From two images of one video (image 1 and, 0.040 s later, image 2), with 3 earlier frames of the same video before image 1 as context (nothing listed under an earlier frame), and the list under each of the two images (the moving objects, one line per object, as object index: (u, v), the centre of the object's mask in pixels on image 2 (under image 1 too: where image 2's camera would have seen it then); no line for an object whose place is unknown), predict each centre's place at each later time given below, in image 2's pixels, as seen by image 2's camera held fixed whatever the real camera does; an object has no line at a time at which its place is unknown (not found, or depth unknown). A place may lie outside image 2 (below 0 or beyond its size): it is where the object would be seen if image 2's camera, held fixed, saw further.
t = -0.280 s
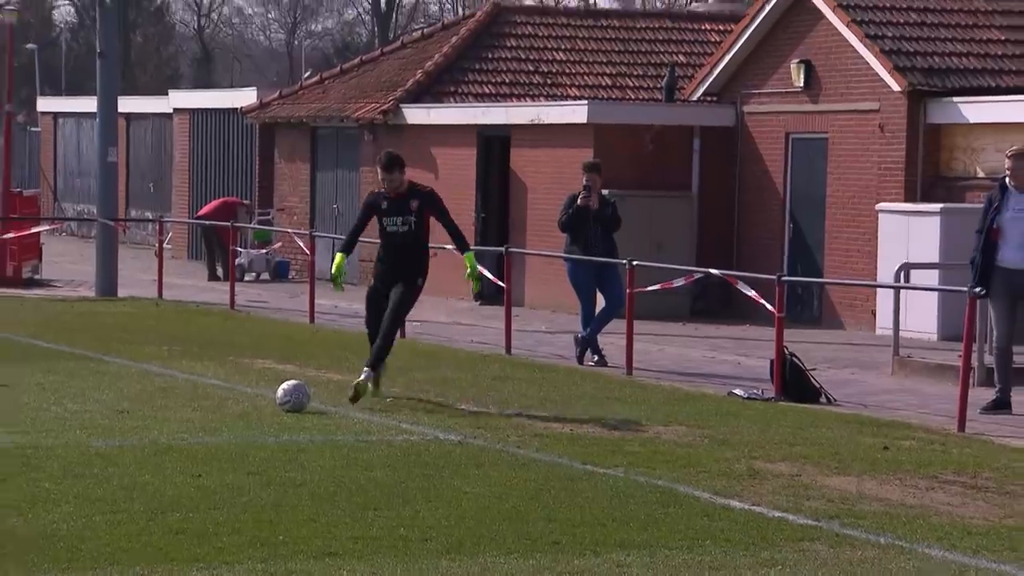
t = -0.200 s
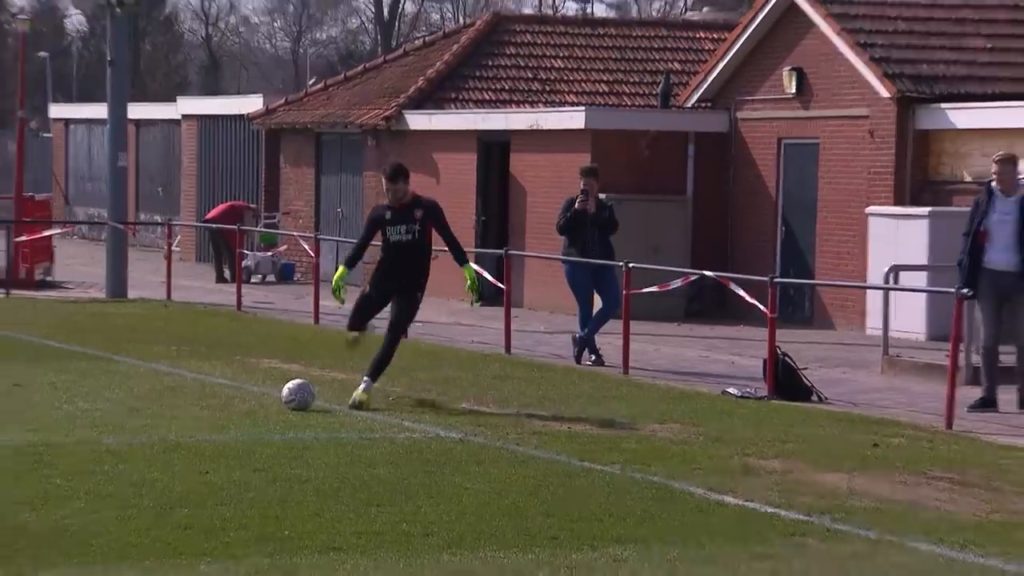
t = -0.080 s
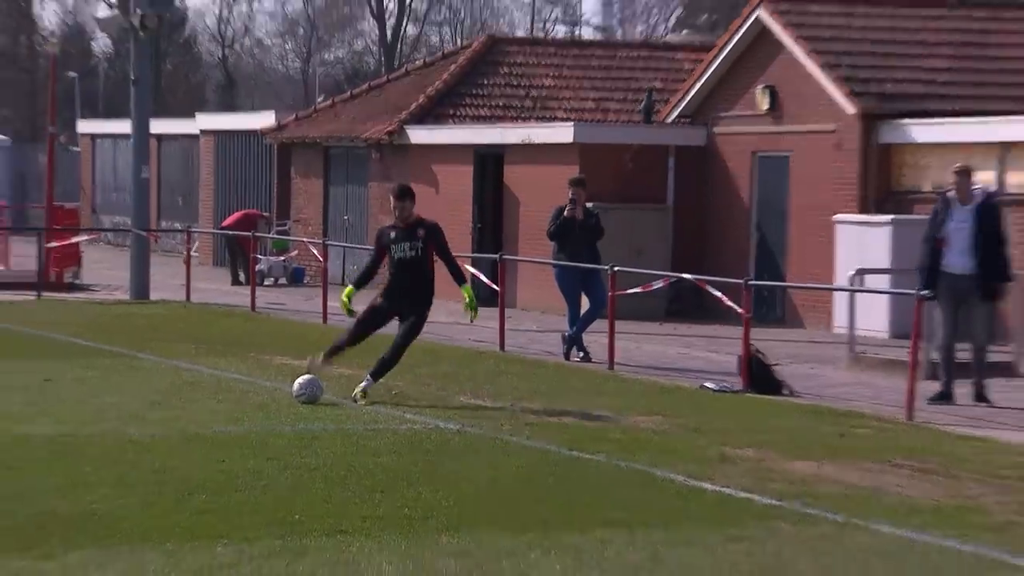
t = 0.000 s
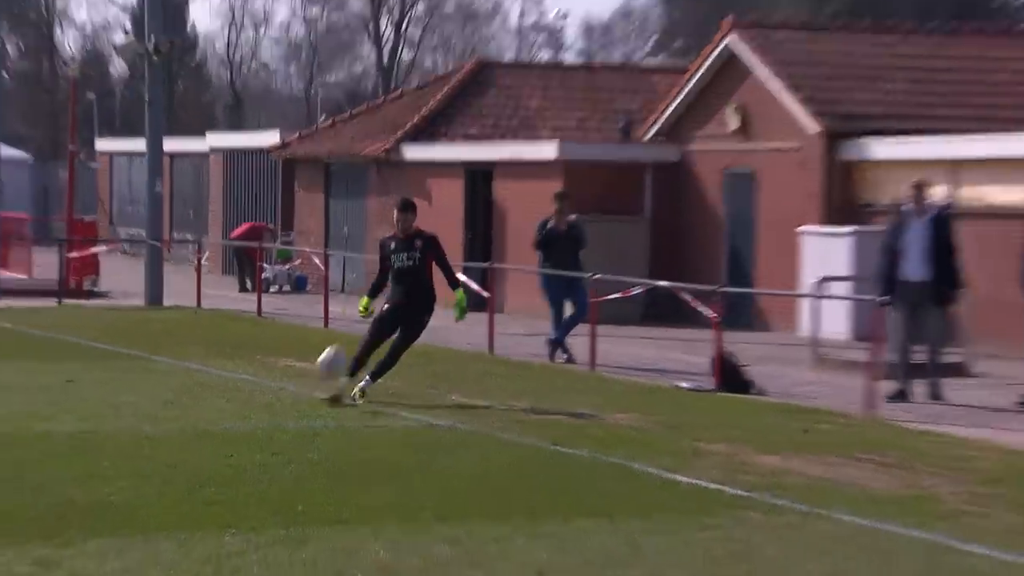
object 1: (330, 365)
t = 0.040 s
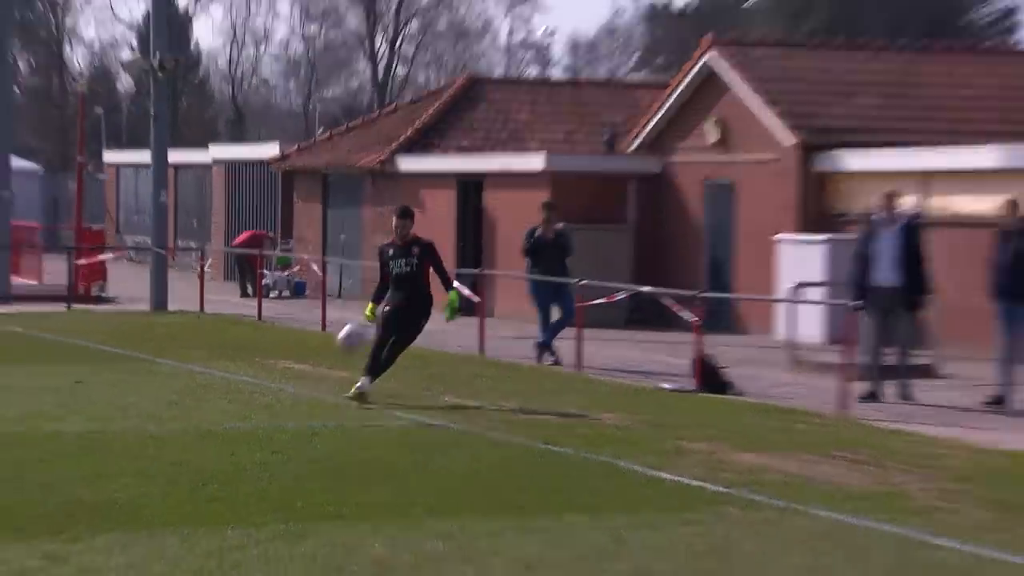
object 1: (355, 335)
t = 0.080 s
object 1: (377, 312)
